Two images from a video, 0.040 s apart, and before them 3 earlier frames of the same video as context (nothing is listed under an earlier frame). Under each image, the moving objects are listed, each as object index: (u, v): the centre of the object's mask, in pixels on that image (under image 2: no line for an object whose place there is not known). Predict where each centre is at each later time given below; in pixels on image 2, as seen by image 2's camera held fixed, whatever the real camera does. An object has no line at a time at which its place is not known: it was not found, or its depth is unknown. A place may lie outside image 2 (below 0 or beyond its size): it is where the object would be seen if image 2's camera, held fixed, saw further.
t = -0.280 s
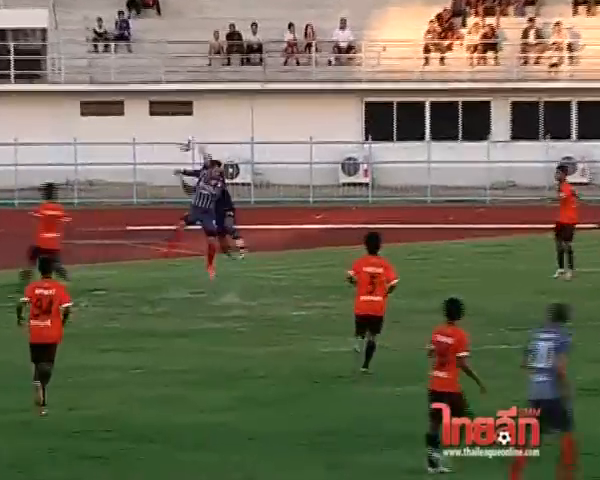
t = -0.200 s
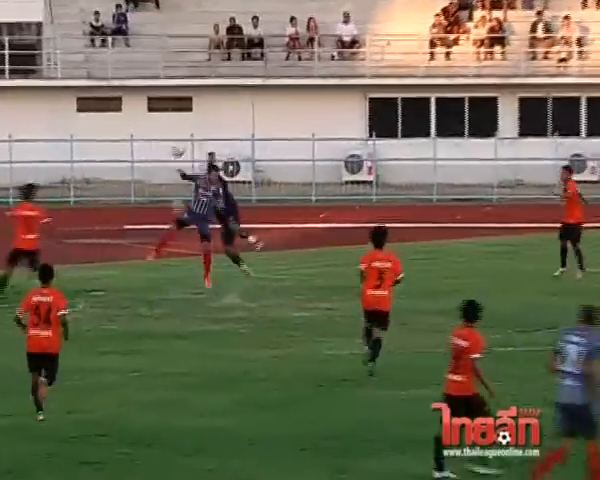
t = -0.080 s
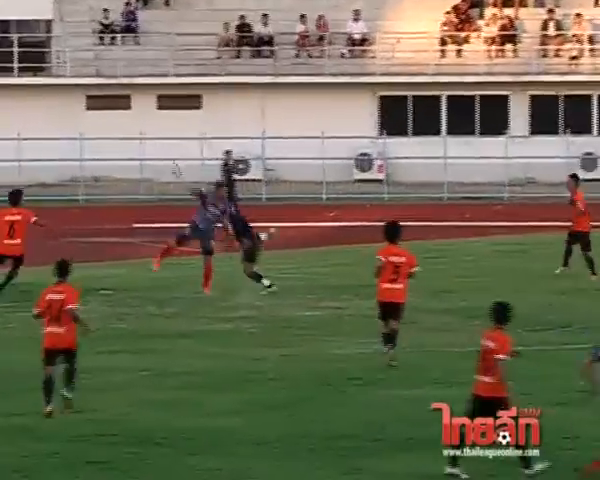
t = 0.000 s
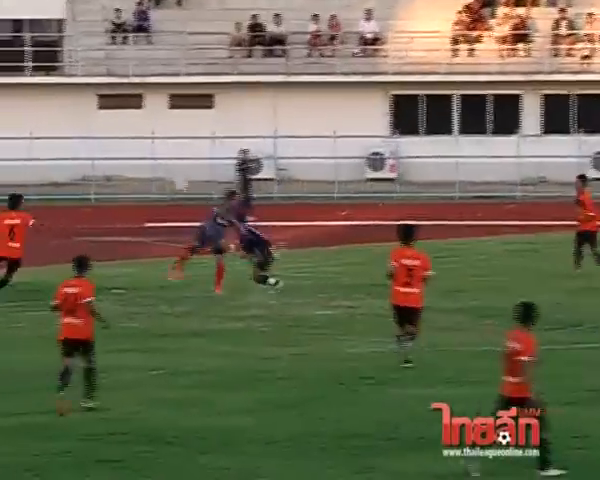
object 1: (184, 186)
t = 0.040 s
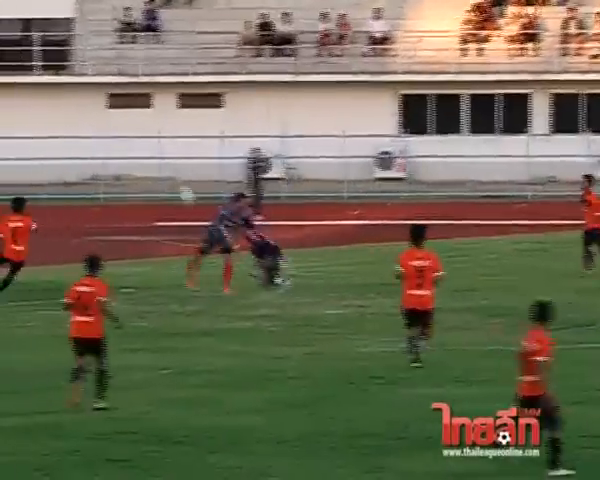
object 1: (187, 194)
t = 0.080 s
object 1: (185, 208)
